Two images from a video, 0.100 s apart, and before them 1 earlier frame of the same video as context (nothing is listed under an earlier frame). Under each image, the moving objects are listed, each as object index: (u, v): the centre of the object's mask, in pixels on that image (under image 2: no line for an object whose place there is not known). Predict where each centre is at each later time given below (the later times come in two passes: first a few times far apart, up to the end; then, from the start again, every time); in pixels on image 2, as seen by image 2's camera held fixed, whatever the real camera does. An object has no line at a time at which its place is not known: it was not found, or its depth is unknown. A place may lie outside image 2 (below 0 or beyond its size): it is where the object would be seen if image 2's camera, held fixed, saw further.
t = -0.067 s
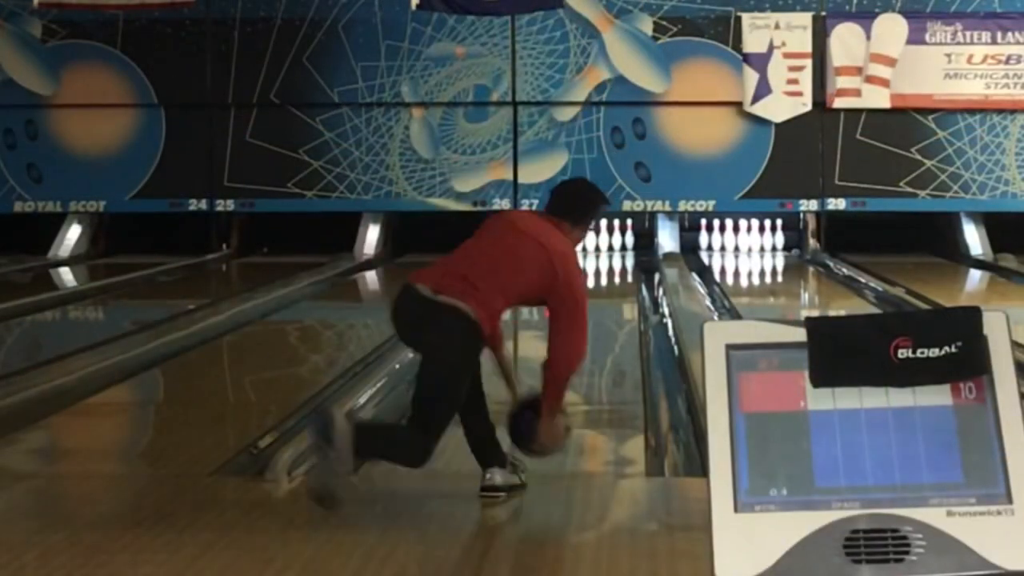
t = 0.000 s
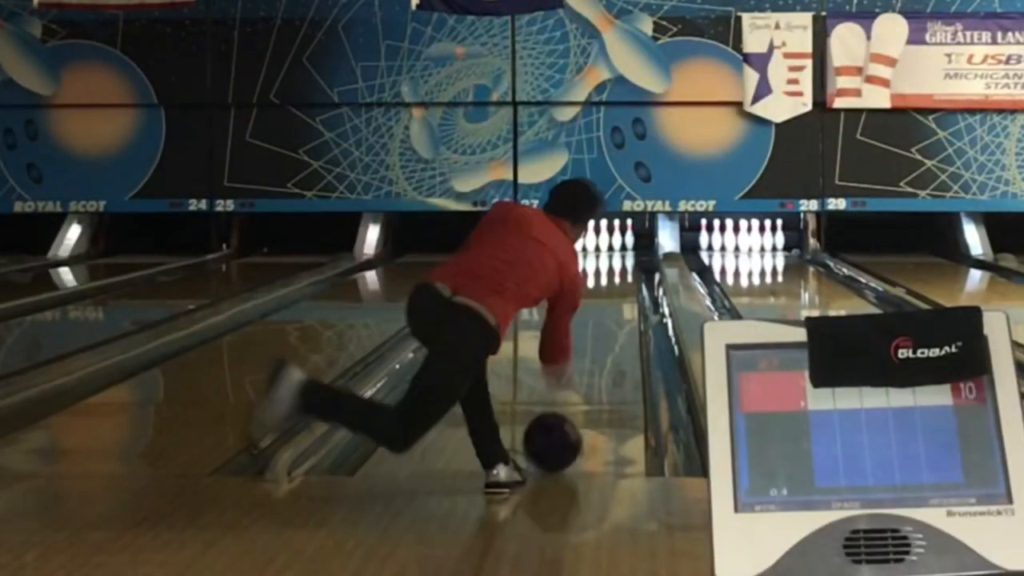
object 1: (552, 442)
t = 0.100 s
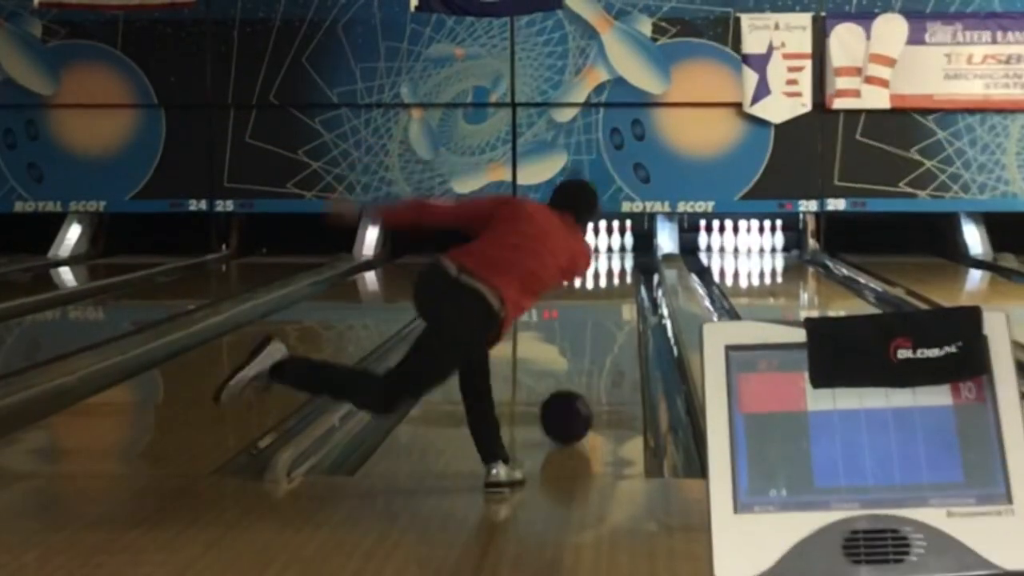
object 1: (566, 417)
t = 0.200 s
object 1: (579, 394)
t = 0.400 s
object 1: (597, 359)
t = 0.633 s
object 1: (612, 330)
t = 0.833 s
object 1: (618, 311)
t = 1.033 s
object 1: (623, 296)
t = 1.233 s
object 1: (624, 283)
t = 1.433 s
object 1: (624, 273)
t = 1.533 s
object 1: (623, 269)
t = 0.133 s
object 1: (571, 410)
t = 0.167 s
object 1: (574, 401)
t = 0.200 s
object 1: (579, 394)
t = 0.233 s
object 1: (582, 388)
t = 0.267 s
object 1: (585, 381)
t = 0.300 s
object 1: (588, 375)
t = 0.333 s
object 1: (591, 369)
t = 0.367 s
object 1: (594, 364)
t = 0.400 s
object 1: (597, 359)
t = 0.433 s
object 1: (600, 354)
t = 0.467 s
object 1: (602, 349)
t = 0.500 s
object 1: (604, 345)
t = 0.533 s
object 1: (606, 341)
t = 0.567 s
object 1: (608, 337)
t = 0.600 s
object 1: (610, 333)
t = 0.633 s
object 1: (612, 330)
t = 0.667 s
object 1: (613, 327)
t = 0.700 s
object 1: (614, 323)
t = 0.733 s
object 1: (616, 320)
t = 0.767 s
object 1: (616, 317)
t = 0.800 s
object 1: (618, 314)
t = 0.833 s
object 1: (618, 311)
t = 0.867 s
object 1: (619, 308)
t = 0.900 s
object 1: (620, 305)
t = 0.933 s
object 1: (621, 303)
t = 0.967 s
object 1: (622, 299)
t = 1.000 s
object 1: (623, 297)
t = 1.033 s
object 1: (623, 296)
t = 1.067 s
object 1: (623, 293)
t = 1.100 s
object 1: (623, 292)
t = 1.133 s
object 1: (624, 289)
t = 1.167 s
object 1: (624, 287)
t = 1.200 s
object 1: (624, 286)
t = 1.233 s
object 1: (624, 283)
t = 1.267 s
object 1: (624, 282)
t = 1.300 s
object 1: (625, 280)
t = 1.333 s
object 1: (625, 278)
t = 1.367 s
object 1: (625, 277)
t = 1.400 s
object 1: (624, 275)
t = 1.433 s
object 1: (624, 273)
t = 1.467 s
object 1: (624, 272)
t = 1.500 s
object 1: (624, 271)
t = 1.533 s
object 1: (623, 269)
